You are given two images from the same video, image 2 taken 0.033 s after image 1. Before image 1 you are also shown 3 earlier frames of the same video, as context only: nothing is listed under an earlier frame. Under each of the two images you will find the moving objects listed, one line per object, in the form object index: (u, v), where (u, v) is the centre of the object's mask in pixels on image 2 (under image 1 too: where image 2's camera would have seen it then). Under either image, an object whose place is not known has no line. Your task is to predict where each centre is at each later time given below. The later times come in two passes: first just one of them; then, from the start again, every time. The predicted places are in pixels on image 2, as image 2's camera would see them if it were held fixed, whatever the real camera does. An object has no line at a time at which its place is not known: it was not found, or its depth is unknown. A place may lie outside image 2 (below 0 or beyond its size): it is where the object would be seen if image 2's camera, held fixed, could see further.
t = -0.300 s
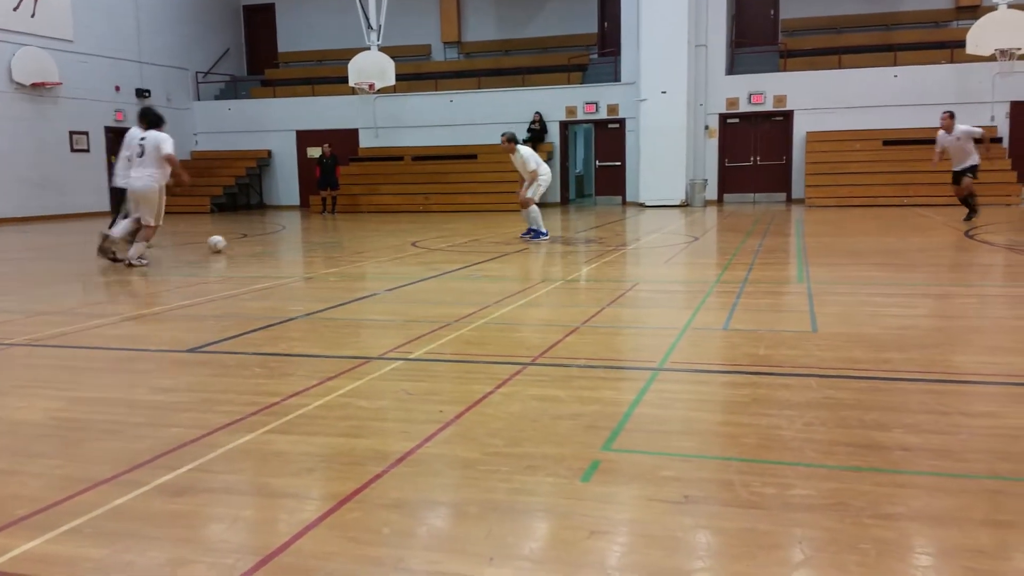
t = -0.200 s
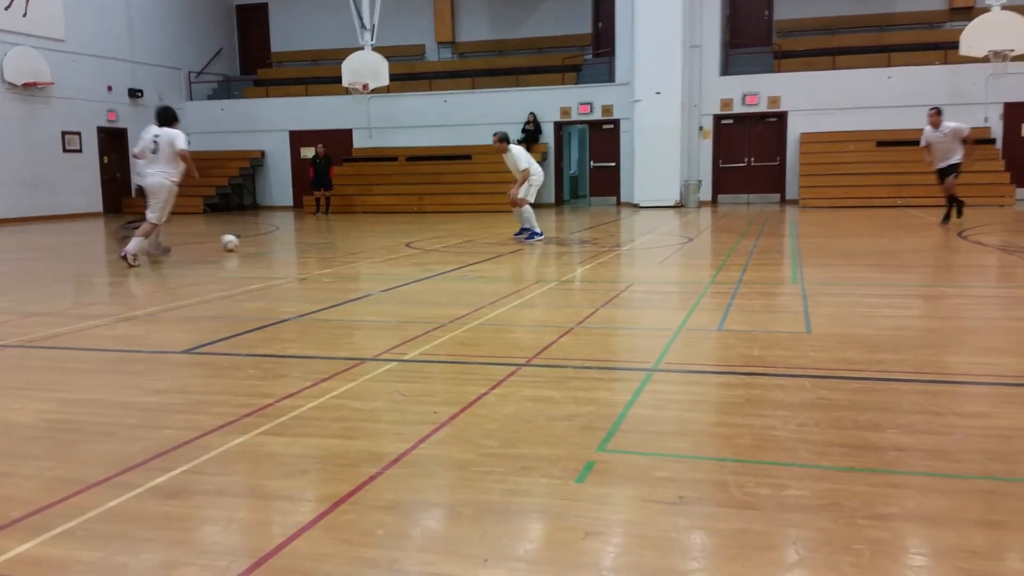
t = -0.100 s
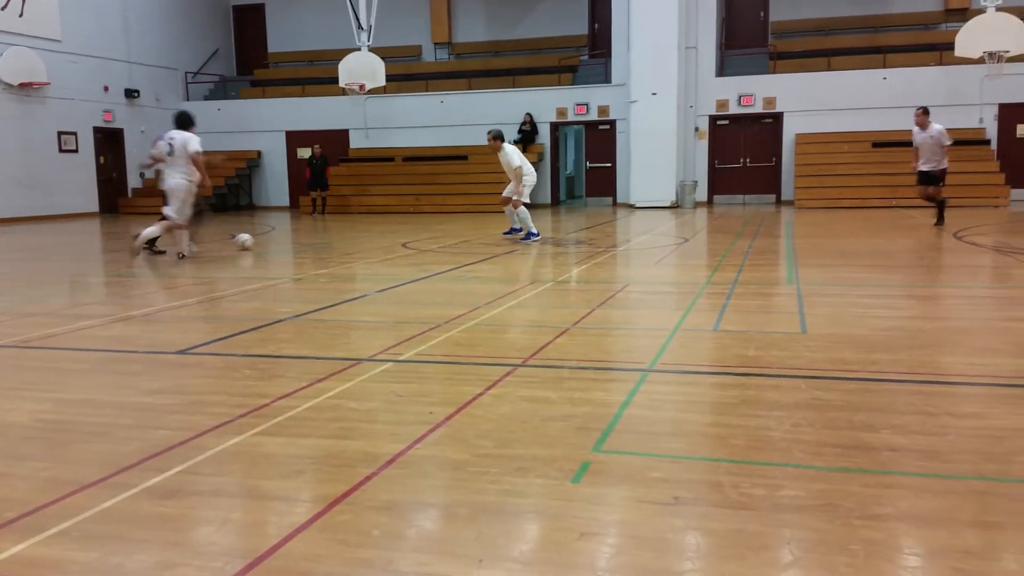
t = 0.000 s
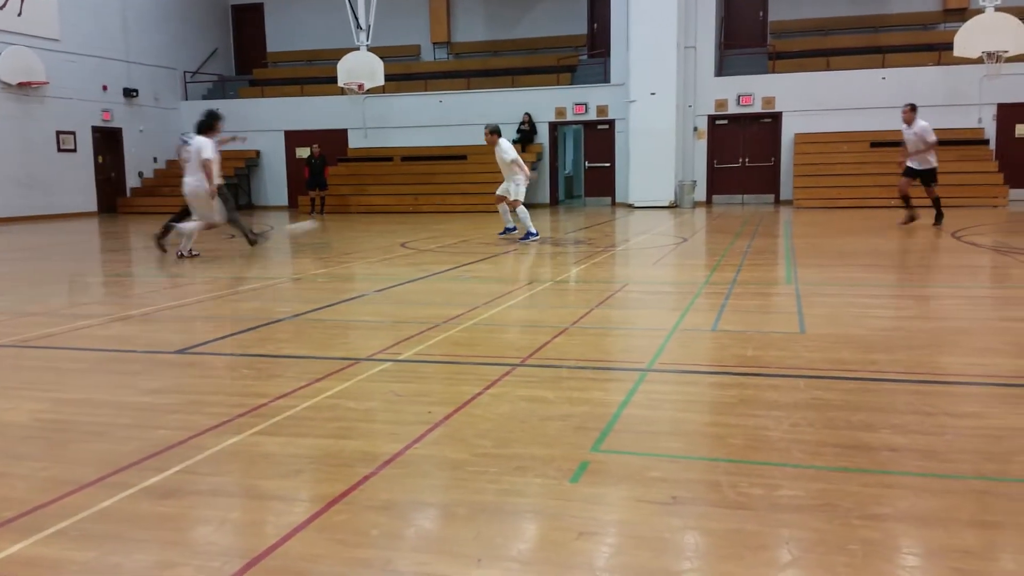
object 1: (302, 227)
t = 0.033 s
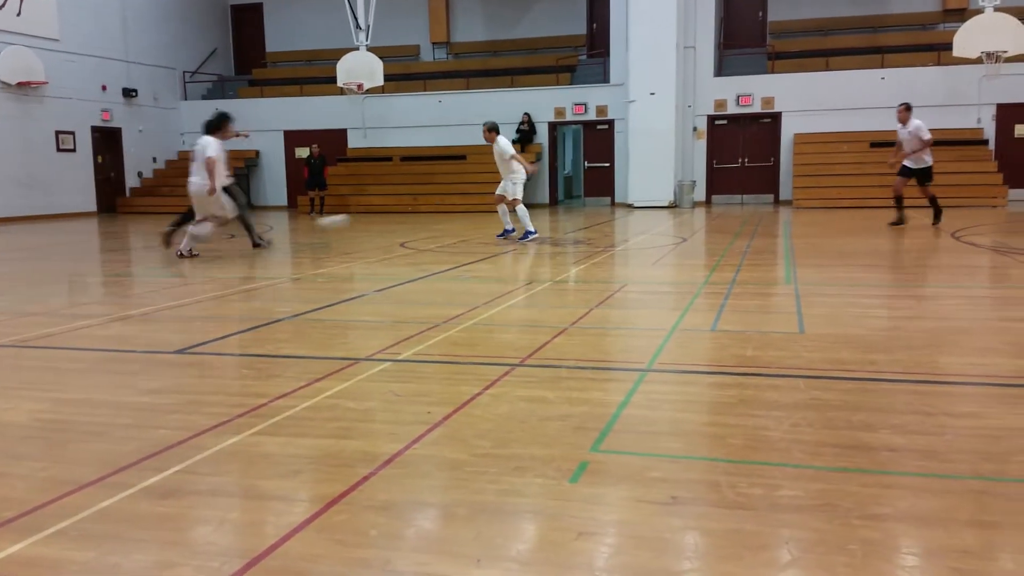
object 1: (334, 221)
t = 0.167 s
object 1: (449, 207)
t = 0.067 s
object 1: (363, 216)
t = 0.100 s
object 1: (393, 211)
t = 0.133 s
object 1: (422, 208)
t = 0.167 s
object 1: (449, 207)
